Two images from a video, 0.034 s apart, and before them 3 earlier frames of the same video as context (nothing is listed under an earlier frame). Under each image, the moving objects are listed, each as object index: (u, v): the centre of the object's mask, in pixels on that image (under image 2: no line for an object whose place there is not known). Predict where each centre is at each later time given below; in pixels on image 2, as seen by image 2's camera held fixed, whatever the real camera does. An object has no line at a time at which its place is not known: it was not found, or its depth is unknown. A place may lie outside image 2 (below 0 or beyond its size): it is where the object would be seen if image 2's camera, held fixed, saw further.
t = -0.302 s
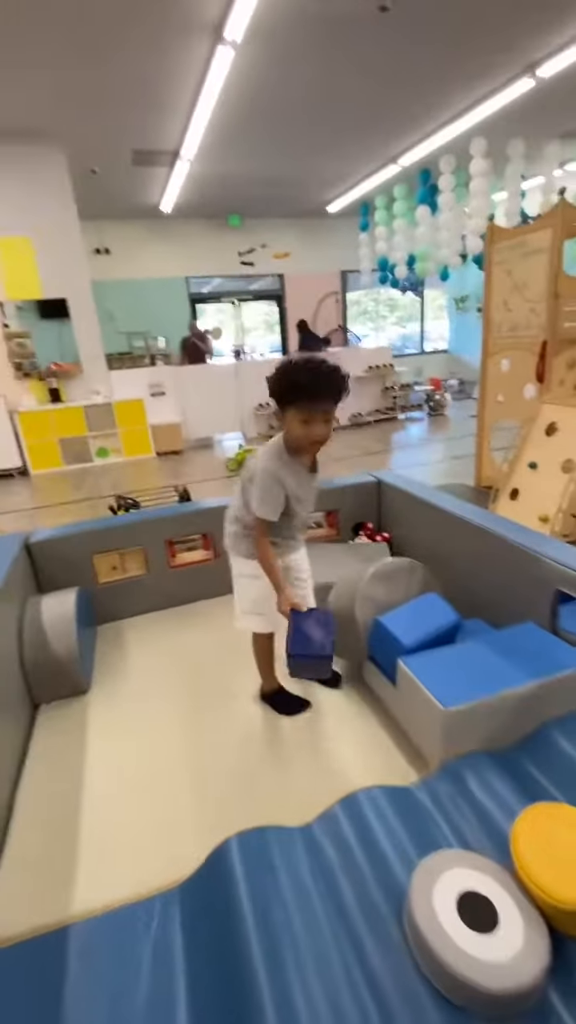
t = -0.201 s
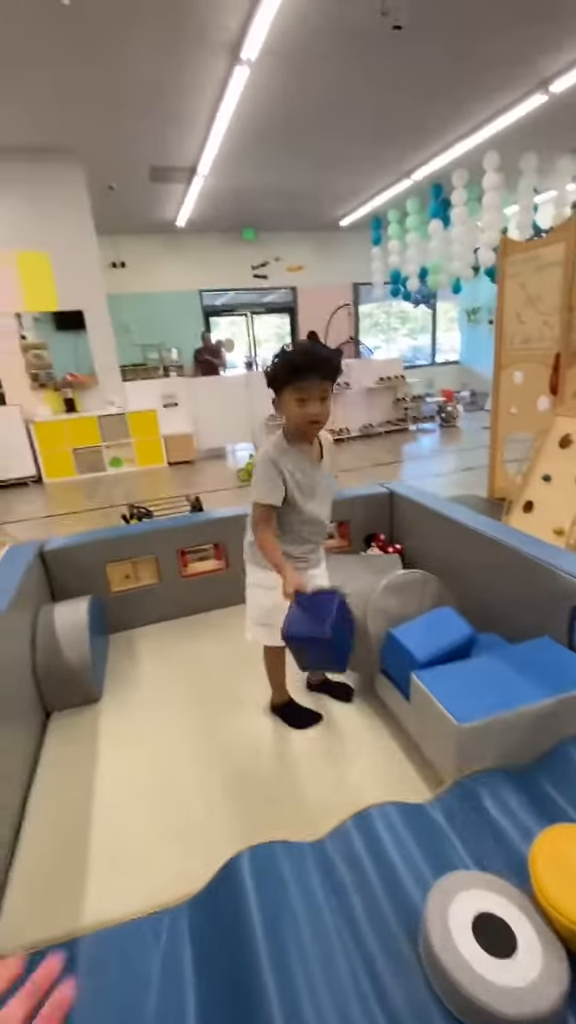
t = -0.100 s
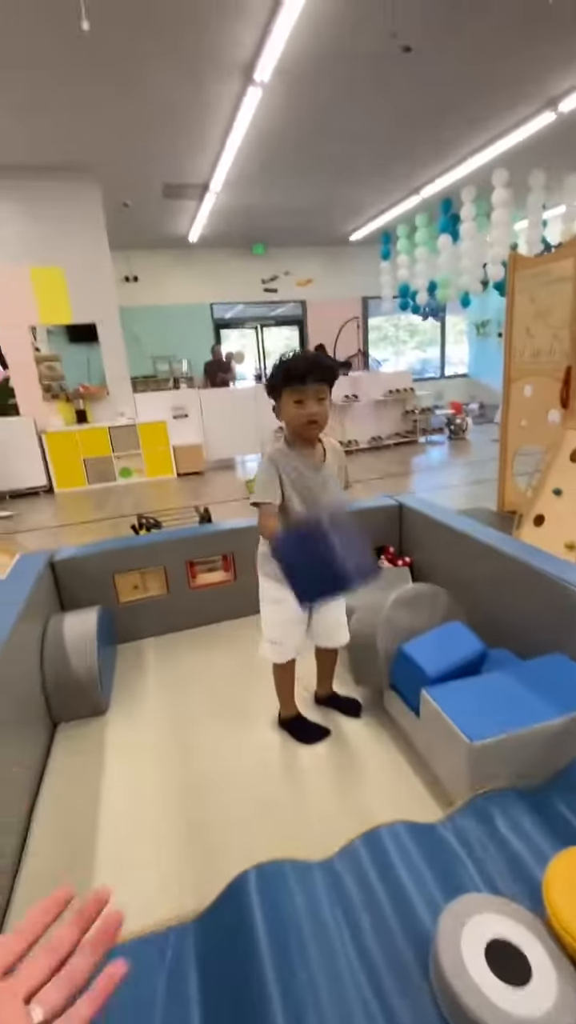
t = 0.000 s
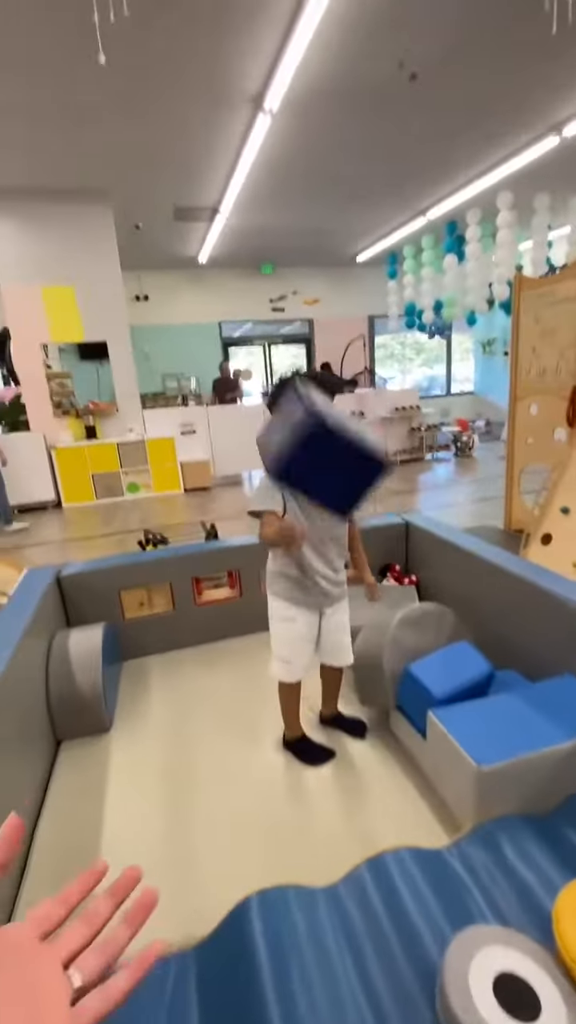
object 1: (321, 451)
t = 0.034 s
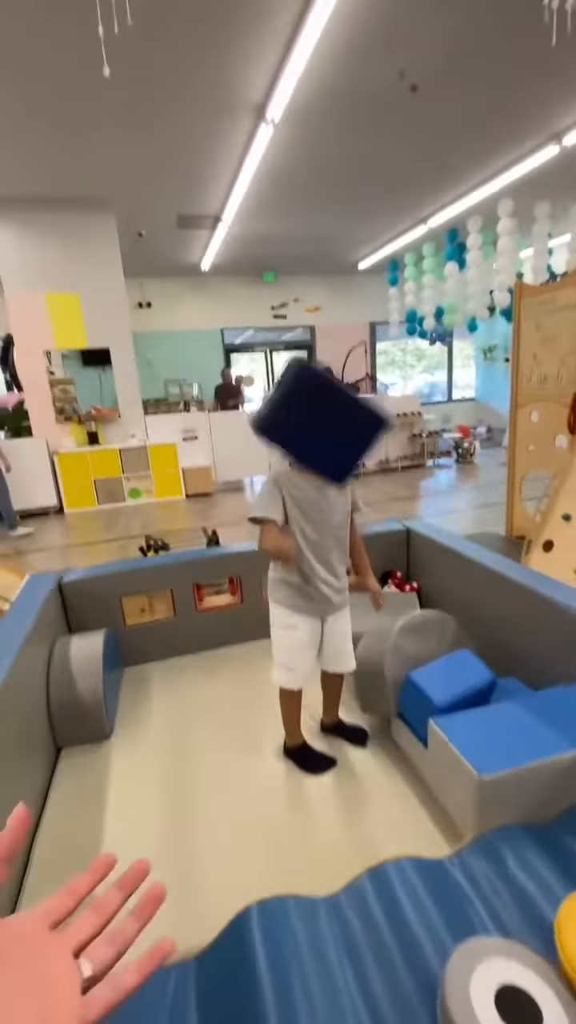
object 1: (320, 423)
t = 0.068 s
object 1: (310, 375)
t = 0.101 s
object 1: (302, 337)
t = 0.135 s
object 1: (297, 310)
